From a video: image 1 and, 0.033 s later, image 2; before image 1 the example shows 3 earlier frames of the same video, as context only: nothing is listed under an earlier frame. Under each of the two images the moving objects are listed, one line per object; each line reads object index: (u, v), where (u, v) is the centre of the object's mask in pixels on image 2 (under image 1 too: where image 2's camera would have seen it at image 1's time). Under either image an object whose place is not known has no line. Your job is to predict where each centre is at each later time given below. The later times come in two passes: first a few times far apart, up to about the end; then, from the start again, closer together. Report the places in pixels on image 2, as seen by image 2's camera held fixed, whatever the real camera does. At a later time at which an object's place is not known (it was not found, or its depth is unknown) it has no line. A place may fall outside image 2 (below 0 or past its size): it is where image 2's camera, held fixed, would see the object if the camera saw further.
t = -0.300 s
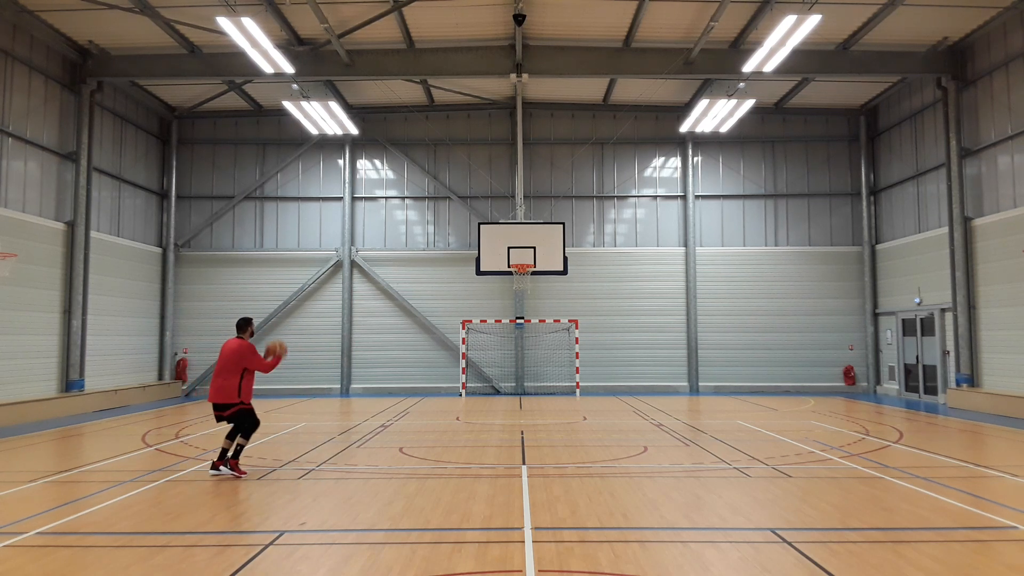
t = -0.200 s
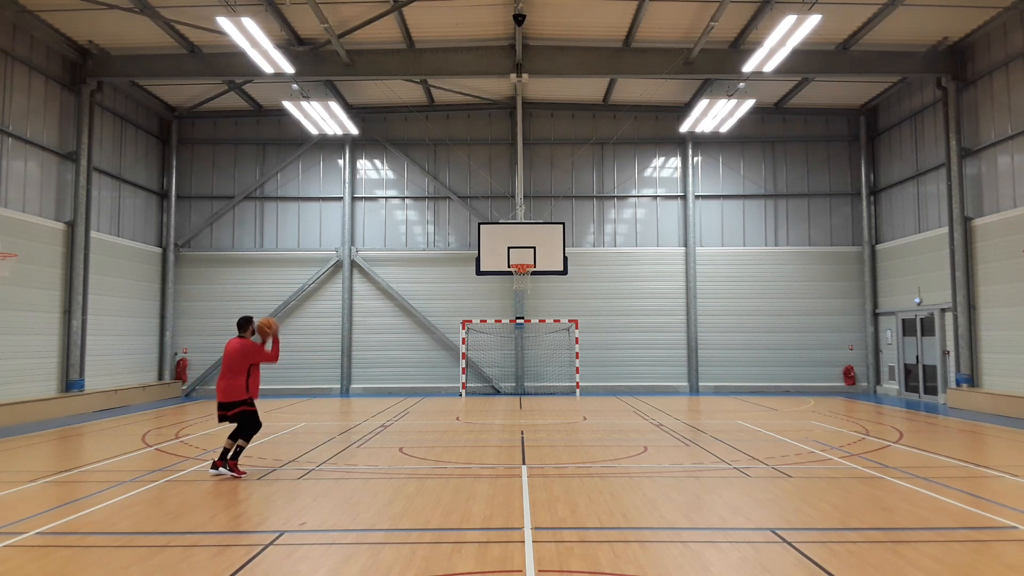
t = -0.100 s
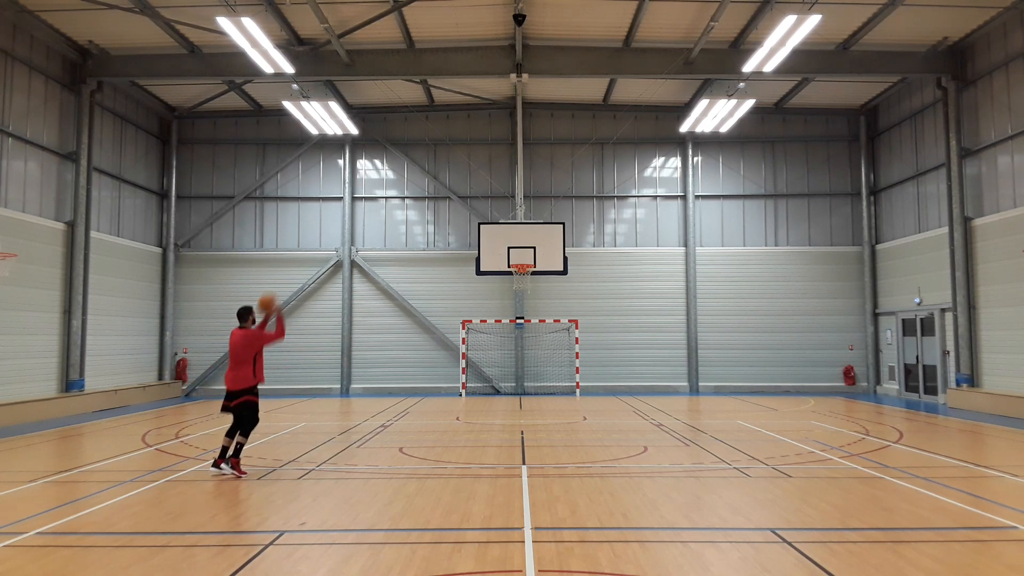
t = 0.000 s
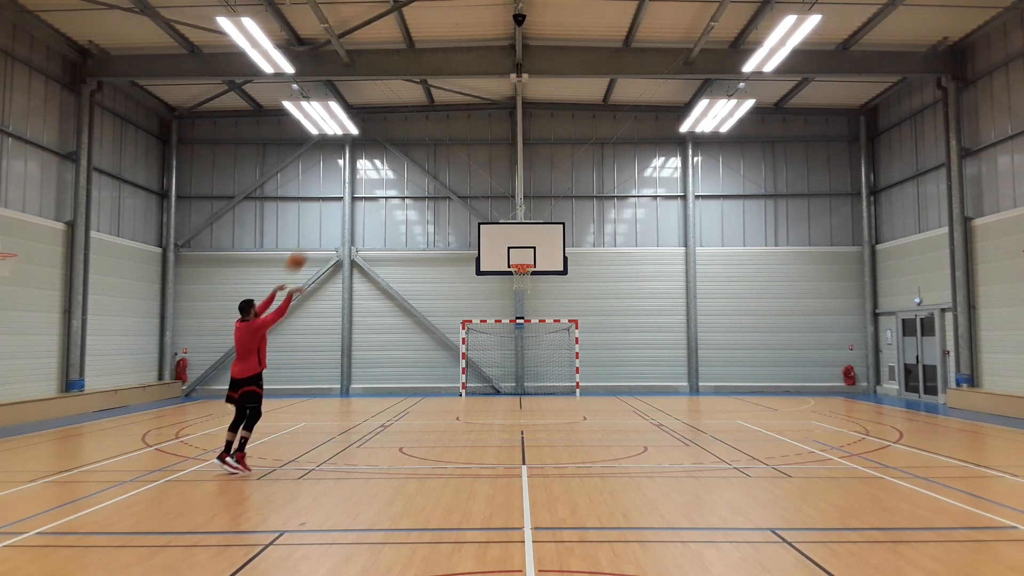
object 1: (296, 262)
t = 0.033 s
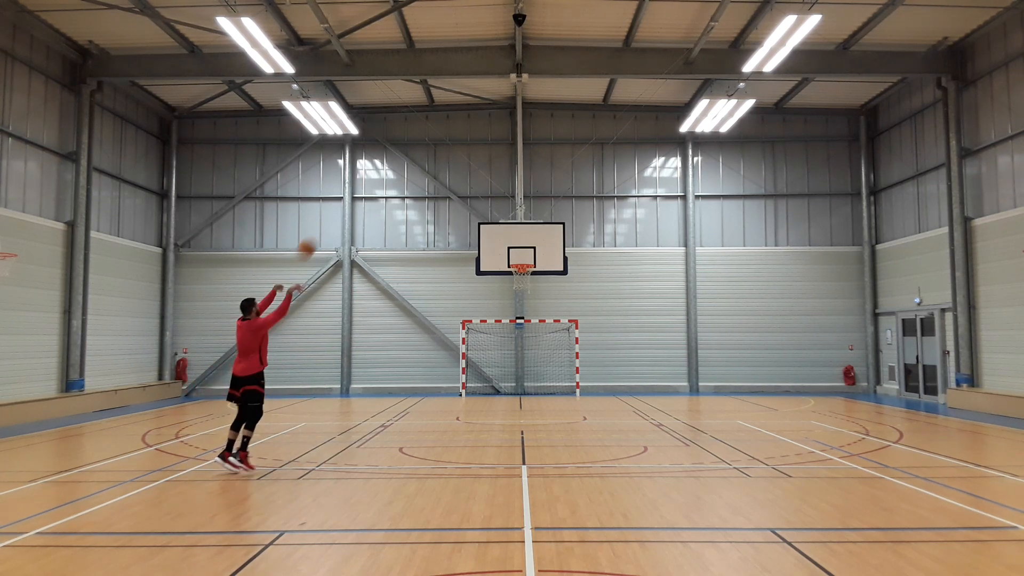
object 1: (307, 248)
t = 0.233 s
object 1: (364, 194)
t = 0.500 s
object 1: (423, 170)
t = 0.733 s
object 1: (465, 184)
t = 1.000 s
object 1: (503, 228)
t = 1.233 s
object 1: (524, 285)
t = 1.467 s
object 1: (525, 363)
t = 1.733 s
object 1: (521, 369)
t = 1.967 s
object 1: (514, 313)
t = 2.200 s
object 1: (507, 284)
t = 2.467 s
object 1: (498, 285)
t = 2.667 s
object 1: (491, 313)
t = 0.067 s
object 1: (318, 236)
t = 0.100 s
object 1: (327, 226)
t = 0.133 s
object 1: (337, 216)
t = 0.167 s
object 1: (347, 208)
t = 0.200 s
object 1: (355, 200)
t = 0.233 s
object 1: (364, 194)
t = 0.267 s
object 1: (372, 187)
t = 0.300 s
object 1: (380, 183)
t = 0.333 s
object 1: (388, 179)
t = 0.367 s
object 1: (396, 176)
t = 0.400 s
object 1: (403, 173)
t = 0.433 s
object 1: (410, 171)
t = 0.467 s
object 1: (417, 170)
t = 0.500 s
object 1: (423, 170)
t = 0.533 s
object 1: (429, 170)
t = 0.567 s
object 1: (436, 171)
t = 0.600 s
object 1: (442, 173)
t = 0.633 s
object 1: (448, 175)
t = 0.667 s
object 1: (453, 177)
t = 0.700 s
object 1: (459, 180)
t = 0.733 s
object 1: (465, 184)
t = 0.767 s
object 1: (470, 188)
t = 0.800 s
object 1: (475, 192)
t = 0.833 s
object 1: (480, 197)
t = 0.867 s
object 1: (485, 202)
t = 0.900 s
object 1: (489, 208)
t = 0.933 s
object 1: (494, 215)
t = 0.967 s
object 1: (498, 221)
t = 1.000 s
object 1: (503, 228)
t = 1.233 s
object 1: (524, 285)
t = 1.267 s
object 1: (524, 293)
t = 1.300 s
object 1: (524, 304)
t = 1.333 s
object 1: (524, 314)
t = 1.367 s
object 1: (524, 326)
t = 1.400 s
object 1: (524, 337)
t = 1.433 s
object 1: (524, 350)
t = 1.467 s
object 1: (525, 363)
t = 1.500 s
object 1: (525, 377)
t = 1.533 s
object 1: (525, 391)
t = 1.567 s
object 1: (525, 405)
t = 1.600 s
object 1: (525, 411)
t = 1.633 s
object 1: (524, 401)
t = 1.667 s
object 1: (523, 389)
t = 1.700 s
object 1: (522, 379)
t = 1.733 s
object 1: (521, 369)
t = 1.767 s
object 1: (520, 360)
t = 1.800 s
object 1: (519, 351)
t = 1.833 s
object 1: (518, 342)
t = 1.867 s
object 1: (517, 334)
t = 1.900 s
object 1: (516, 328)
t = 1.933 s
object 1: (515, 320)
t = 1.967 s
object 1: (514, 313)
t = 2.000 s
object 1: (513, 308)
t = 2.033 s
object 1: (512, 302)
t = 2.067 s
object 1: (511, 297)
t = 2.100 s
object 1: (510, 293)
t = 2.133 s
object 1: (509, 289)
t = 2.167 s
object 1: (508, 286)
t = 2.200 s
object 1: (507, 284)
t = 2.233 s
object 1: (506, 281)
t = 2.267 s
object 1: (504, 280)
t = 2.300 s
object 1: (503, 279)
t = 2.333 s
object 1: (502, 279)
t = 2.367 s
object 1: (501, 279)
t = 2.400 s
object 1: (500, 280)
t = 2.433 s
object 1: (499, 282)
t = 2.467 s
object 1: (498, 285)
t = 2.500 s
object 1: (496, 288)
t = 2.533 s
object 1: (495, 292)
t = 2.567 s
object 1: (494, 296)
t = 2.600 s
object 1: (493, 301)
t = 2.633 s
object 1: (492, 307)
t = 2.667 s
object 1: (491, 313)
